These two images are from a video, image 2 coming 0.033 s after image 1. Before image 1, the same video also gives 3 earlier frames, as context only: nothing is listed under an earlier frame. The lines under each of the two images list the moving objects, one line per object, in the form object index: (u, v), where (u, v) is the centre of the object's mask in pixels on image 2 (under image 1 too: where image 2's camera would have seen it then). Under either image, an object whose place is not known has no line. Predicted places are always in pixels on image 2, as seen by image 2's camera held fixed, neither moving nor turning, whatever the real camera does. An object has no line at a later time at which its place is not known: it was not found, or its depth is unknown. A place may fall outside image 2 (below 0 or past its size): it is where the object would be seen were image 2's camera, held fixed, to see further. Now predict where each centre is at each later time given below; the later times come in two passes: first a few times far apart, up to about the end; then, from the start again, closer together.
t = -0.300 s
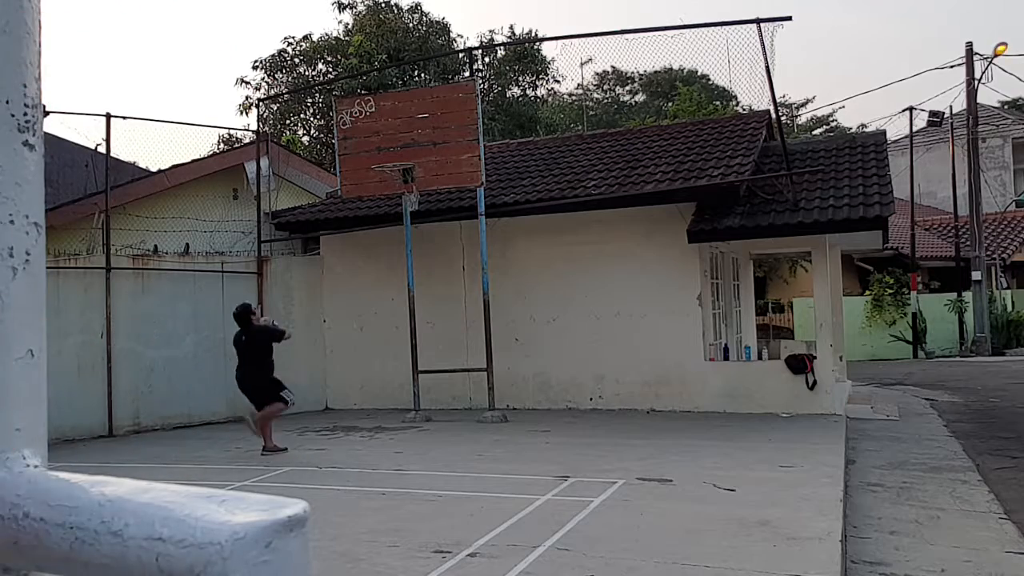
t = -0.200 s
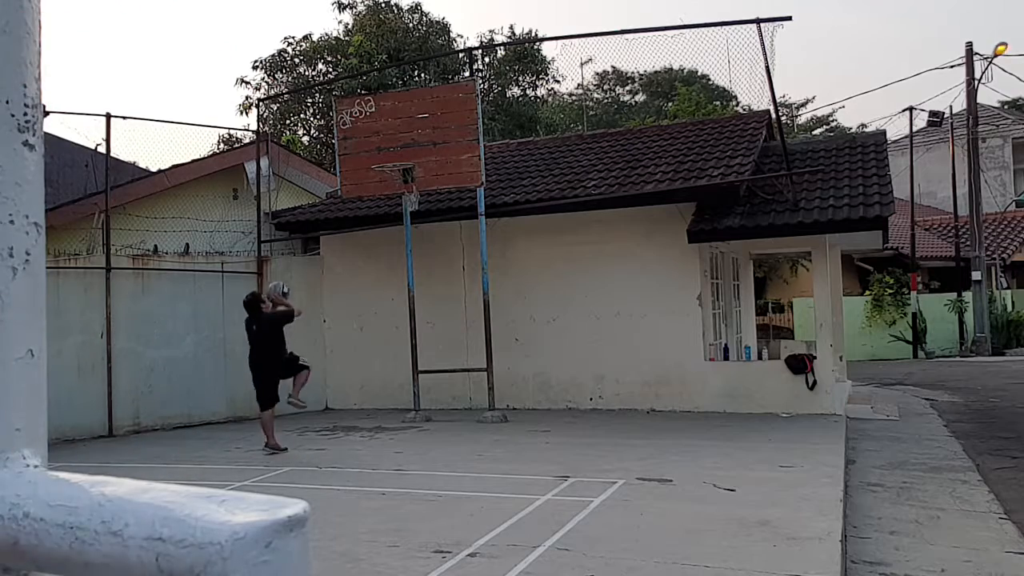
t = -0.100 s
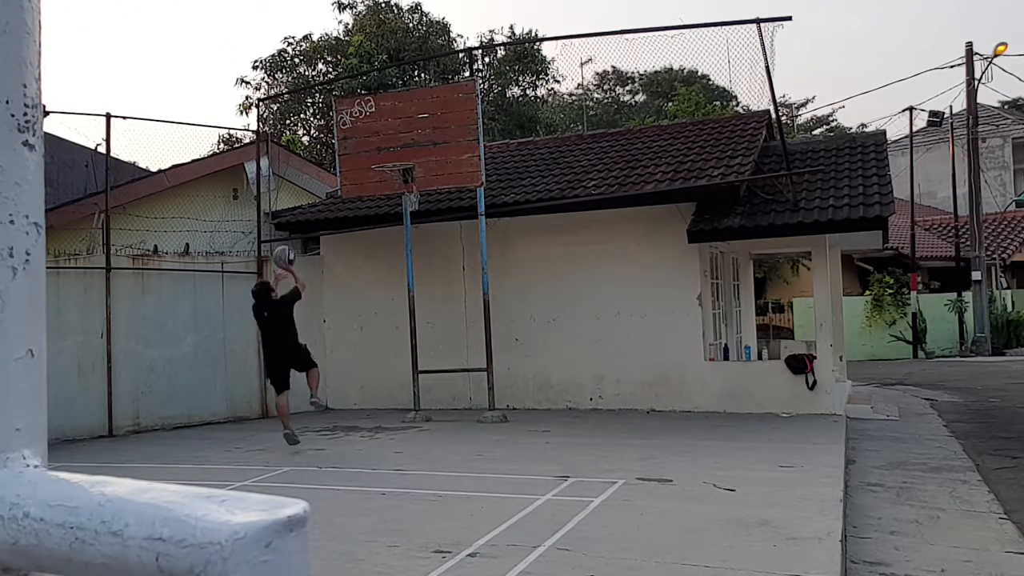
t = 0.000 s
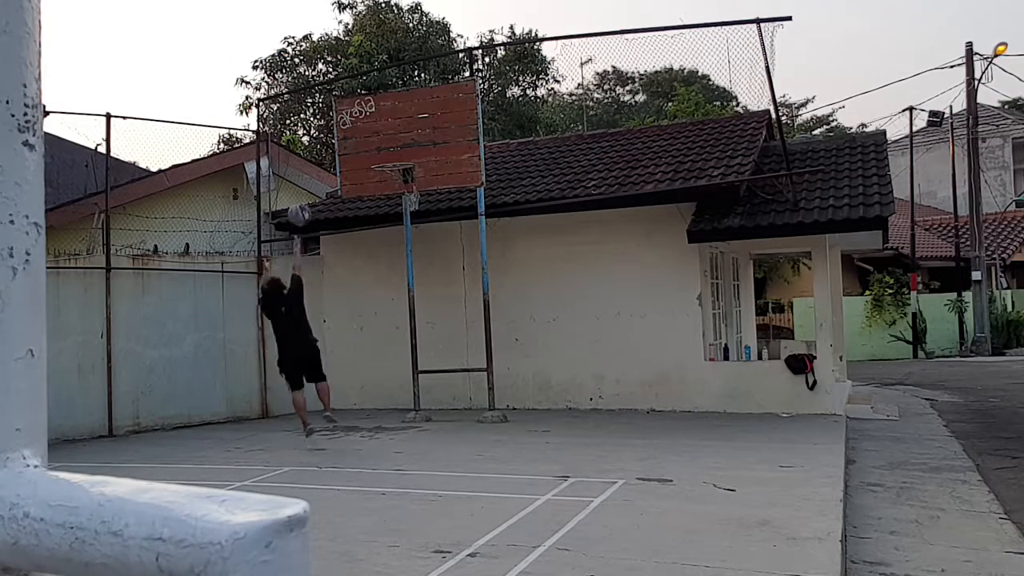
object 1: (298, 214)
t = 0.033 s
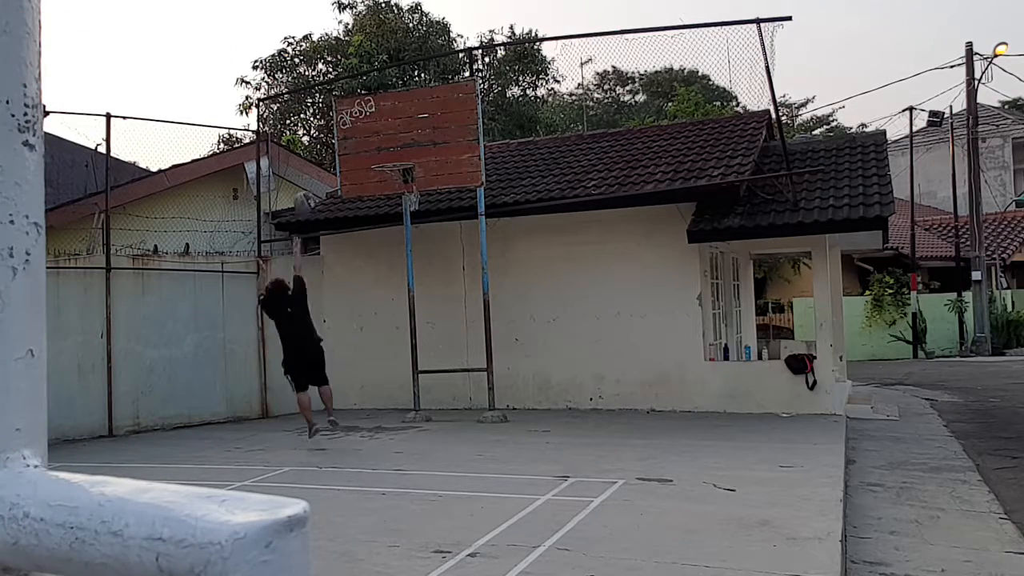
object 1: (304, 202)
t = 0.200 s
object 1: (332, 157)
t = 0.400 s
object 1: (365, 137)
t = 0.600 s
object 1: (378, 148)
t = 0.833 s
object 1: (386, 152)
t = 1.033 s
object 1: (390, 149)
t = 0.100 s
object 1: (315, 181)
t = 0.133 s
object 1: (322, 171)
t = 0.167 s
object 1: (327, 164)
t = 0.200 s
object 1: (332, 157)
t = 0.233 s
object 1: (337, 150)
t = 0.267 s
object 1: (343, 146)
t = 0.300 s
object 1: (348, 143)
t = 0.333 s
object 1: (354, 140)
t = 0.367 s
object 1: (359, 137)
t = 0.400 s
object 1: (365, 137)
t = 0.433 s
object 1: (371, 139)
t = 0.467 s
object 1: (376, 139)
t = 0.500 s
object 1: (379, 141)
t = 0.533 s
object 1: (379, 142)
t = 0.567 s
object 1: (379, 145)
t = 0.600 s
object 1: (378, 148)
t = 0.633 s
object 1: (378, 154)
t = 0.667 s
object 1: (378, 155)
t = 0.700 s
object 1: (379, 153)
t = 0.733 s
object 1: (381, 152)
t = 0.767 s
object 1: (383, 152)
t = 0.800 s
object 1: (384, 151)
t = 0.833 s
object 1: (386, 152)
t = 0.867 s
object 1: (387, 151)
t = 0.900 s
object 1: (387, 148)
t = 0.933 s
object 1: (388, 147)
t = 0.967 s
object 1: (389, 147)
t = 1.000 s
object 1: (389, 147)
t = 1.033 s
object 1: (390, 149)
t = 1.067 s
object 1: (391, 154)
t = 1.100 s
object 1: (392, 157)
